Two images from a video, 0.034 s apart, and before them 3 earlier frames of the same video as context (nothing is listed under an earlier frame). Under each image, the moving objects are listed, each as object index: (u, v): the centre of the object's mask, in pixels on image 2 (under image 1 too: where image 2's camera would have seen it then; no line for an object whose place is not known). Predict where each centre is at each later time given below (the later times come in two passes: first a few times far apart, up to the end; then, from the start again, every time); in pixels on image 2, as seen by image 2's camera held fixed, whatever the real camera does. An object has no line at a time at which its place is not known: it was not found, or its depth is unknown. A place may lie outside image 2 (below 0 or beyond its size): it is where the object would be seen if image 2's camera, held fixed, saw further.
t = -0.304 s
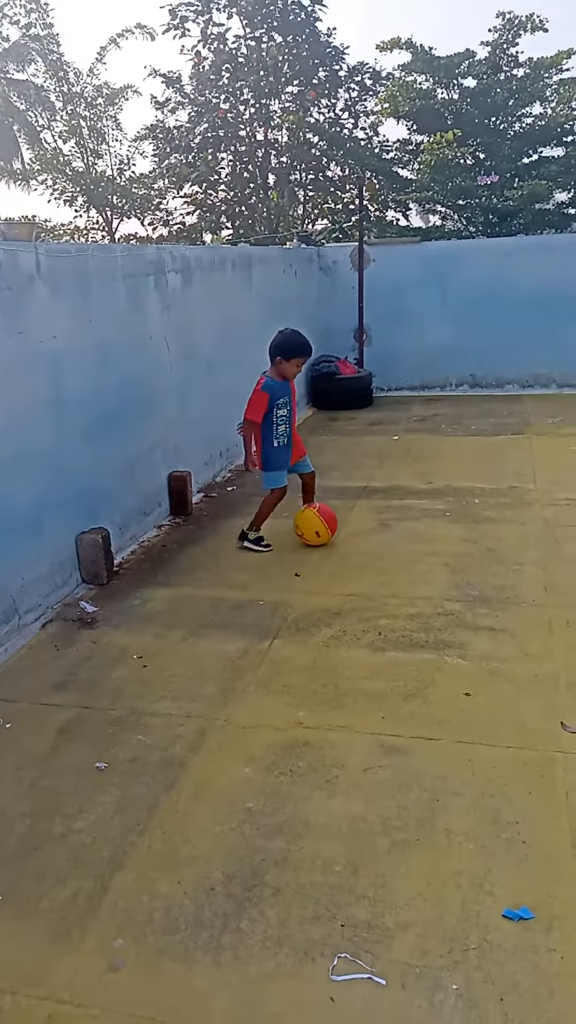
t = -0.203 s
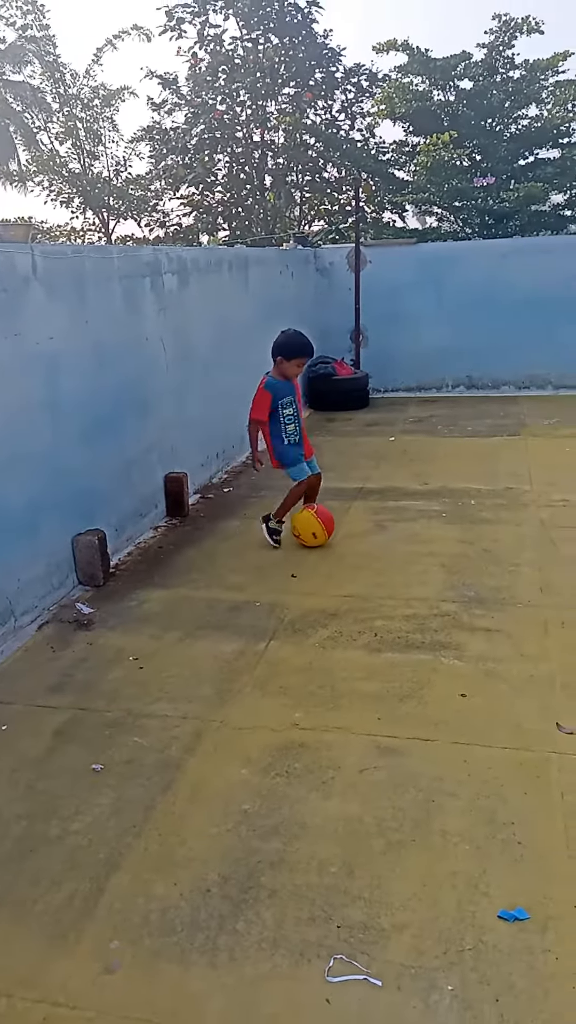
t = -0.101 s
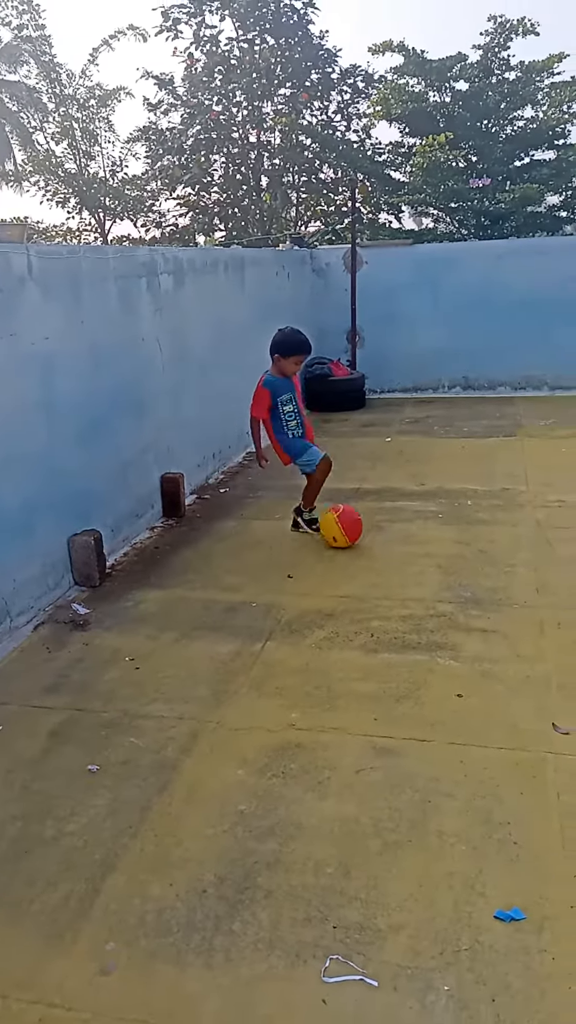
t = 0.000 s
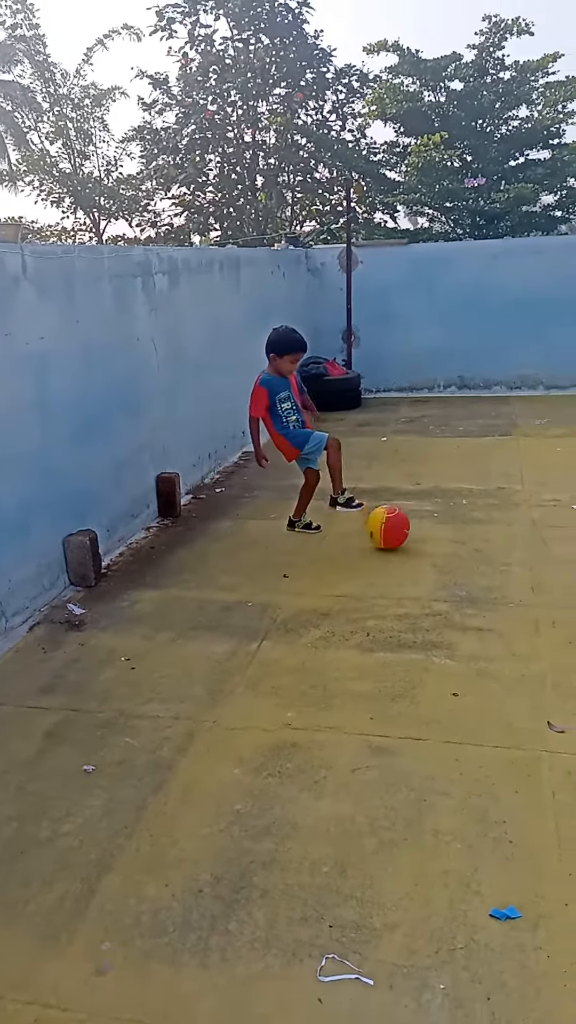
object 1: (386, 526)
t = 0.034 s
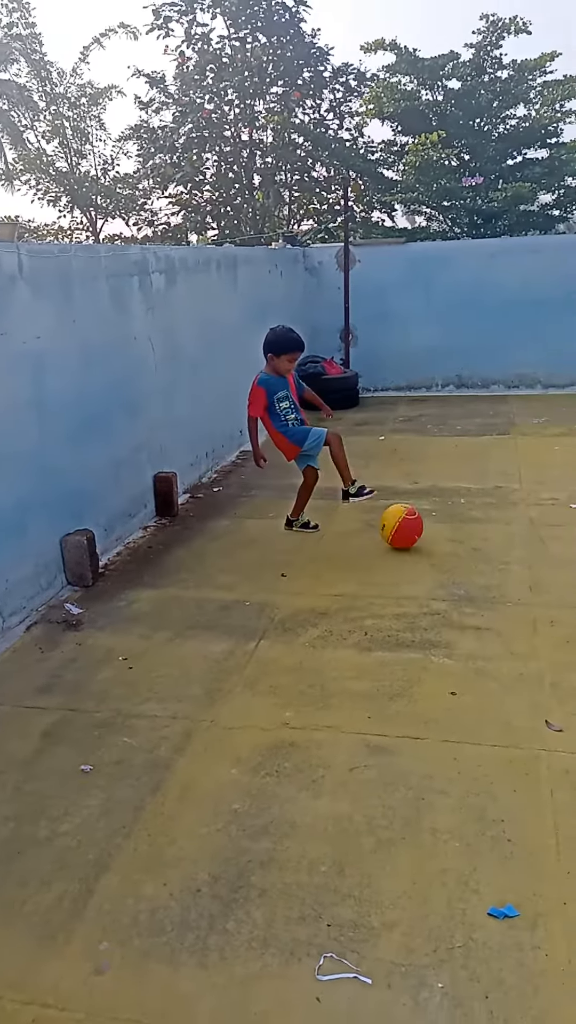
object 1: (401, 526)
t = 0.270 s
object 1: (499, 530)
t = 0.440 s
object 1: (566, 533)
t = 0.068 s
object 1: (417, 528)
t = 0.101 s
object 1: (430, 528)
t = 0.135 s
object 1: (444, 529)
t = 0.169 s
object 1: (459, 529)
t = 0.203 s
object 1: (473, 530)
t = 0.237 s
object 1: (486, 531)
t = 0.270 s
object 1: (499, 530)
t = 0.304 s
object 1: (512, 532)
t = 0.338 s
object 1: (525, 531)
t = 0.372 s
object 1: (539, 532)
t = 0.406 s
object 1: (552, 533)
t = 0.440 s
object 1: (566, 533)
